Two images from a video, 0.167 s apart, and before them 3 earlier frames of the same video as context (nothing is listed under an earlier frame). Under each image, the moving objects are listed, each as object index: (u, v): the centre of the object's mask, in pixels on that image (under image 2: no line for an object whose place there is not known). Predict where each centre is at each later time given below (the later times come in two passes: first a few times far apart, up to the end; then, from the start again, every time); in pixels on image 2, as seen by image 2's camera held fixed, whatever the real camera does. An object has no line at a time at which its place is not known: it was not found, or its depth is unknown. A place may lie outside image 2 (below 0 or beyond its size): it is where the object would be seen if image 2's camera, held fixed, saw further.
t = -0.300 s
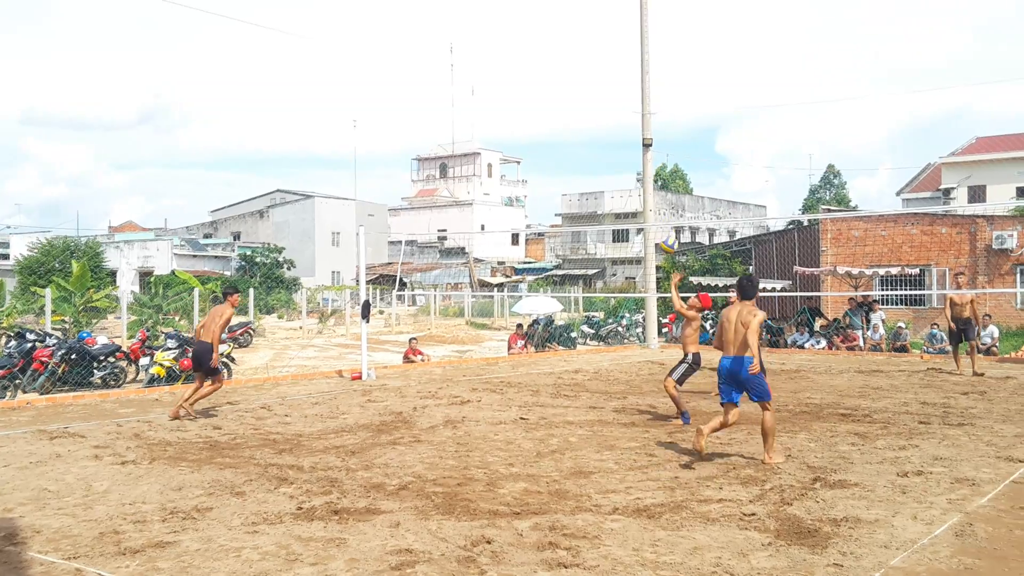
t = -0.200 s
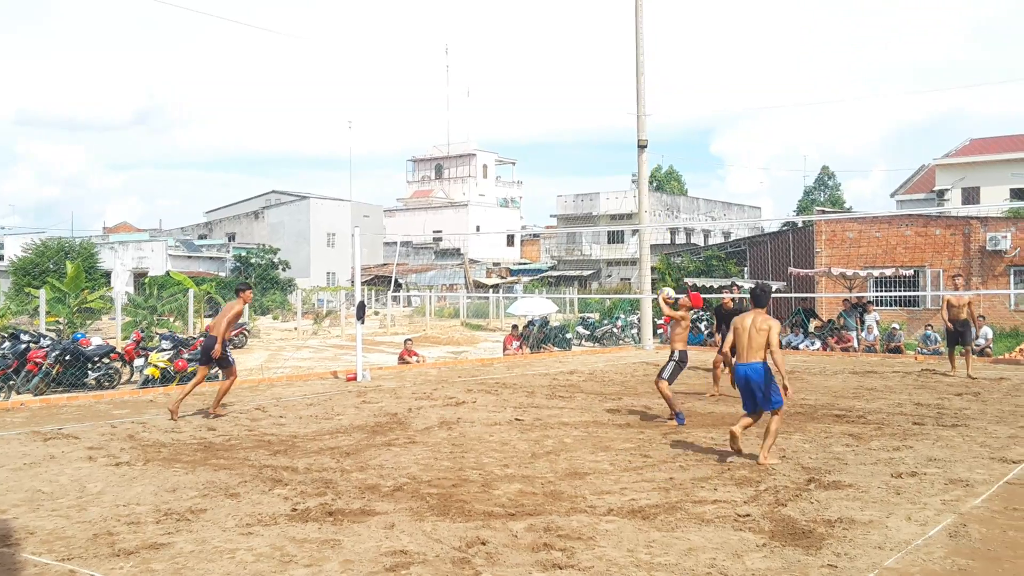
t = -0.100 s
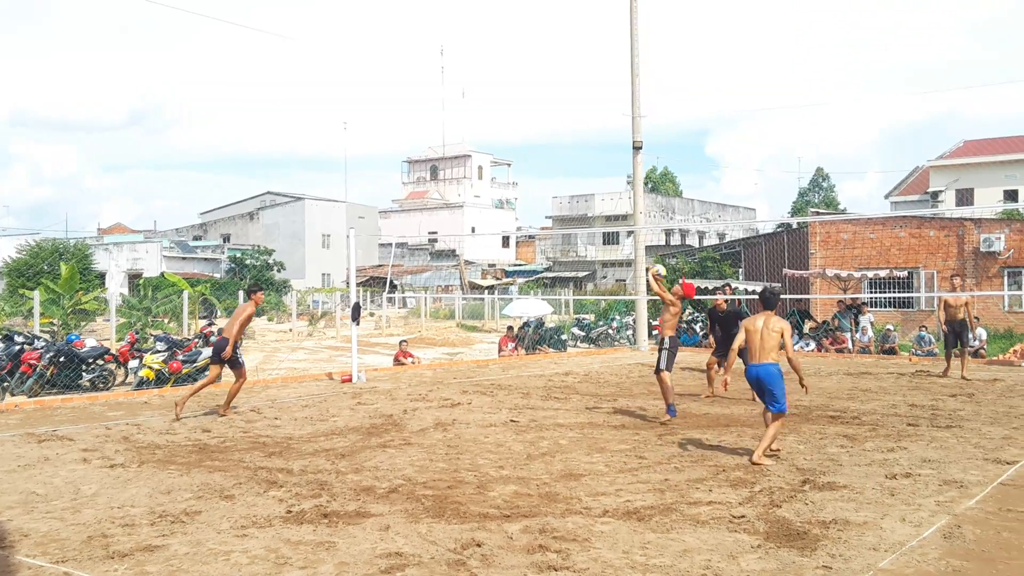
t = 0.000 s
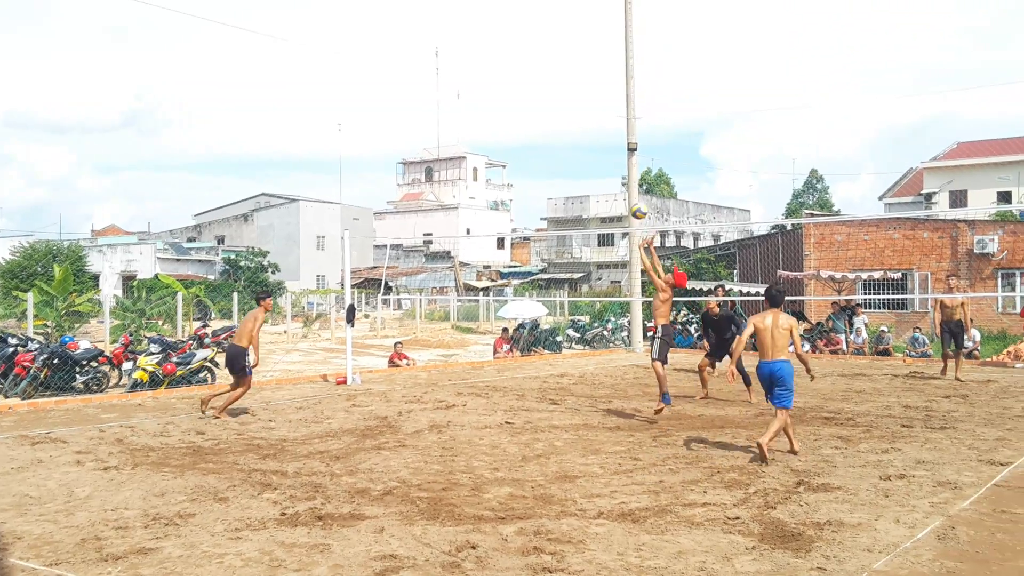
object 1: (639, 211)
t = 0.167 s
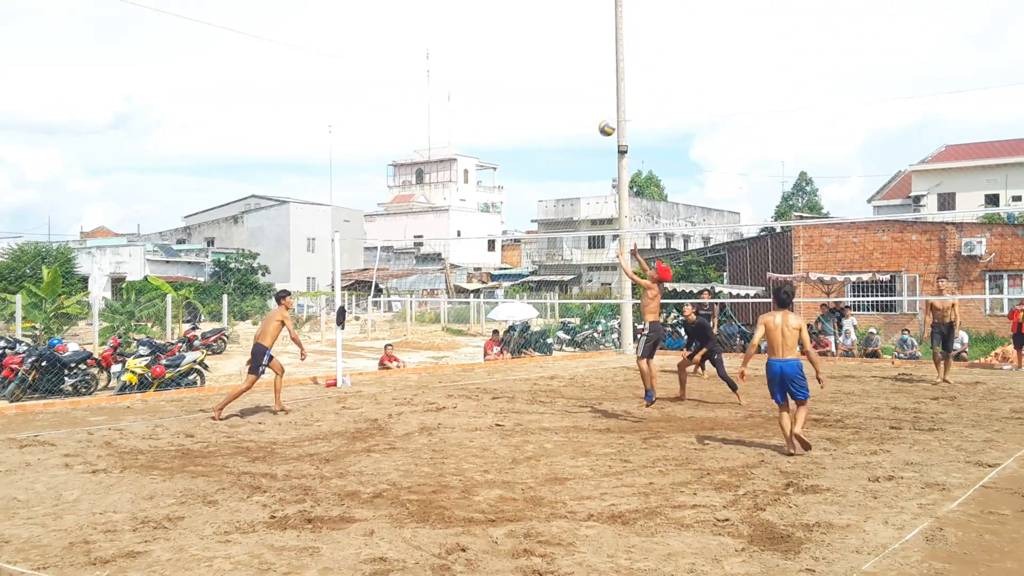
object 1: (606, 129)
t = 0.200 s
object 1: (602, 115)
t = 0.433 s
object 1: (571, 46)
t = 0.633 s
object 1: (543, 25)
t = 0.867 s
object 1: (511, 38)
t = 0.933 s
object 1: (503, 49)
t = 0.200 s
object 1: (602, 115)
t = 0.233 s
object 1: (597, 102)
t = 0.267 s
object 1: (593, 90)
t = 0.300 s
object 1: (588, 80)
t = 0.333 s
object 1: (584, 70)
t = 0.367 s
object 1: (579, 61)
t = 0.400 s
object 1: (575, 53)
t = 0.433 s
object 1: (571, 46)
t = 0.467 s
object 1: (566, 40)
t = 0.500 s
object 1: (562, 35)
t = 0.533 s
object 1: (557, 31)
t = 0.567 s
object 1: (552, 28)
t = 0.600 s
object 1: (548, 26)
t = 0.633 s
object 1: (543, 25)
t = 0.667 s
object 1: (539, 24)
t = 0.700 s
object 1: (534, 24)
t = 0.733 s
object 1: (530, 25)
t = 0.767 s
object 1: (525, 27)
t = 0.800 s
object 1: (520, 30)
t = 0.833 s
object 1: (516, 34)
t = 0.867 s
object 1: (511, 38)
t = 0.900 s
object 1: (507, 43)
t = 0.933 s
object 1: (503, 49)
